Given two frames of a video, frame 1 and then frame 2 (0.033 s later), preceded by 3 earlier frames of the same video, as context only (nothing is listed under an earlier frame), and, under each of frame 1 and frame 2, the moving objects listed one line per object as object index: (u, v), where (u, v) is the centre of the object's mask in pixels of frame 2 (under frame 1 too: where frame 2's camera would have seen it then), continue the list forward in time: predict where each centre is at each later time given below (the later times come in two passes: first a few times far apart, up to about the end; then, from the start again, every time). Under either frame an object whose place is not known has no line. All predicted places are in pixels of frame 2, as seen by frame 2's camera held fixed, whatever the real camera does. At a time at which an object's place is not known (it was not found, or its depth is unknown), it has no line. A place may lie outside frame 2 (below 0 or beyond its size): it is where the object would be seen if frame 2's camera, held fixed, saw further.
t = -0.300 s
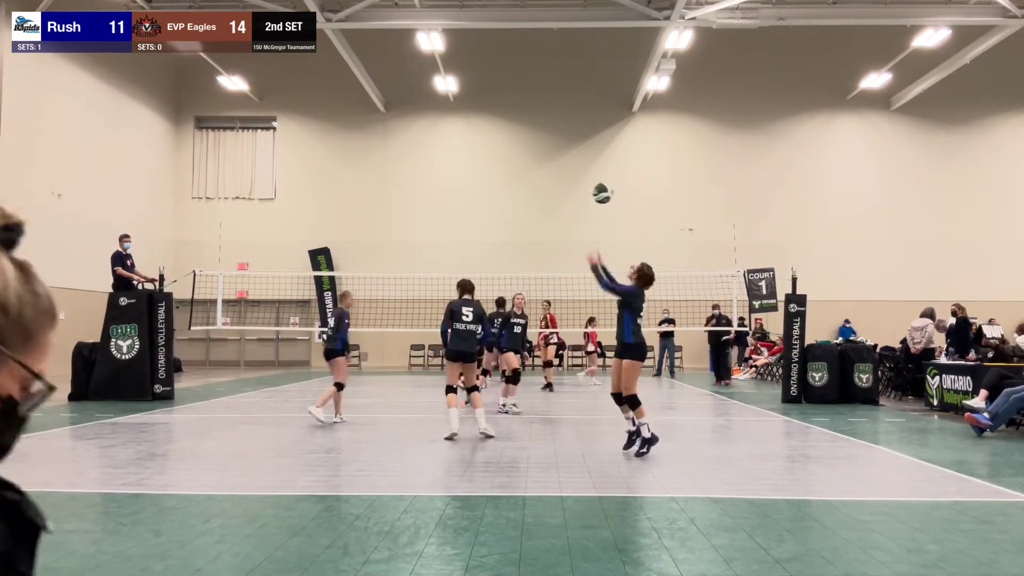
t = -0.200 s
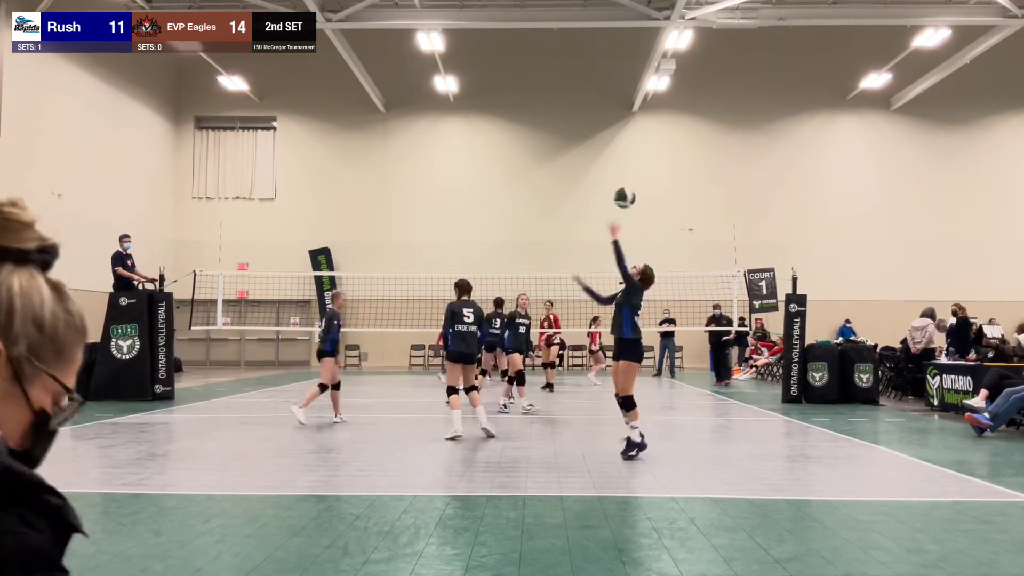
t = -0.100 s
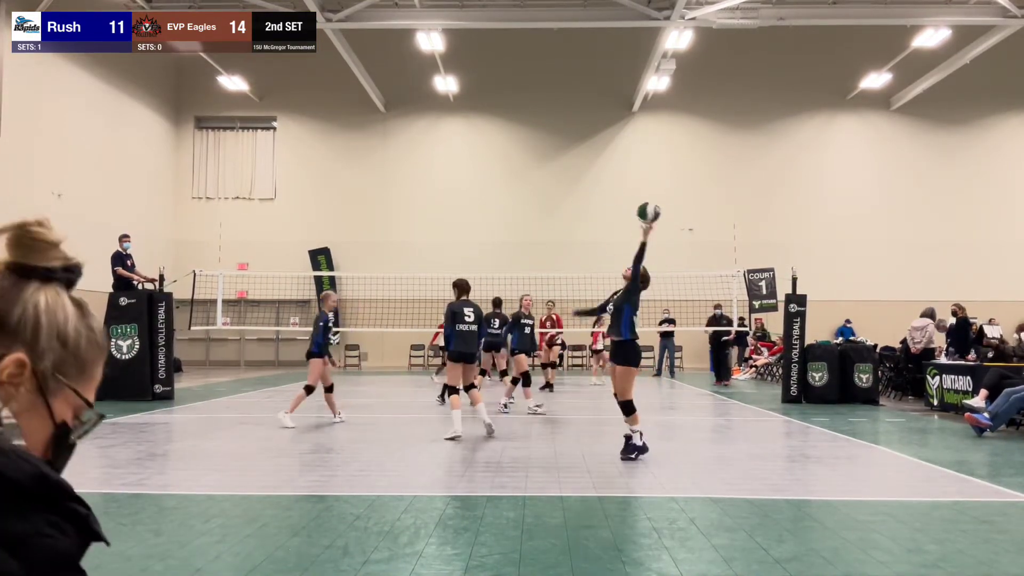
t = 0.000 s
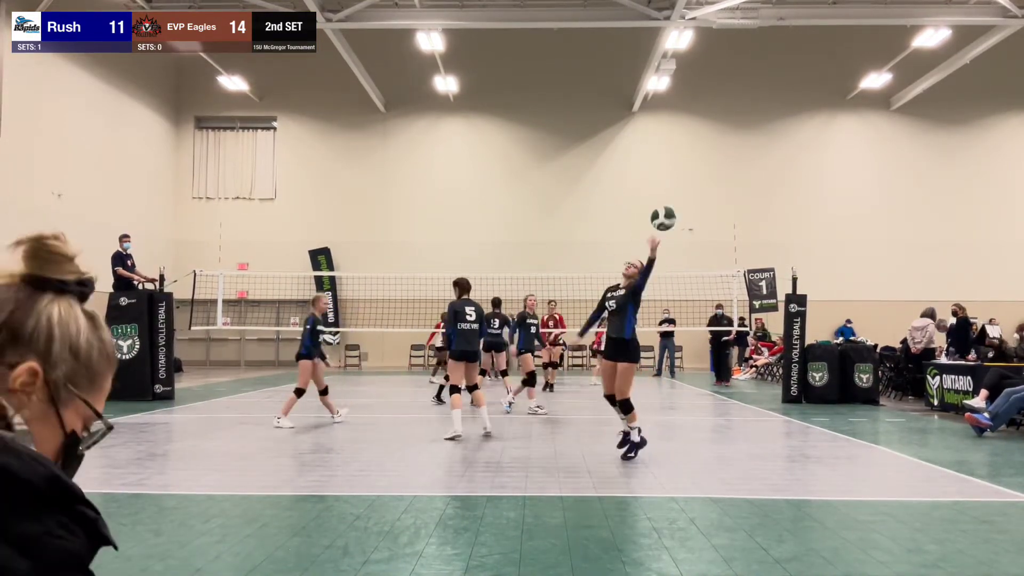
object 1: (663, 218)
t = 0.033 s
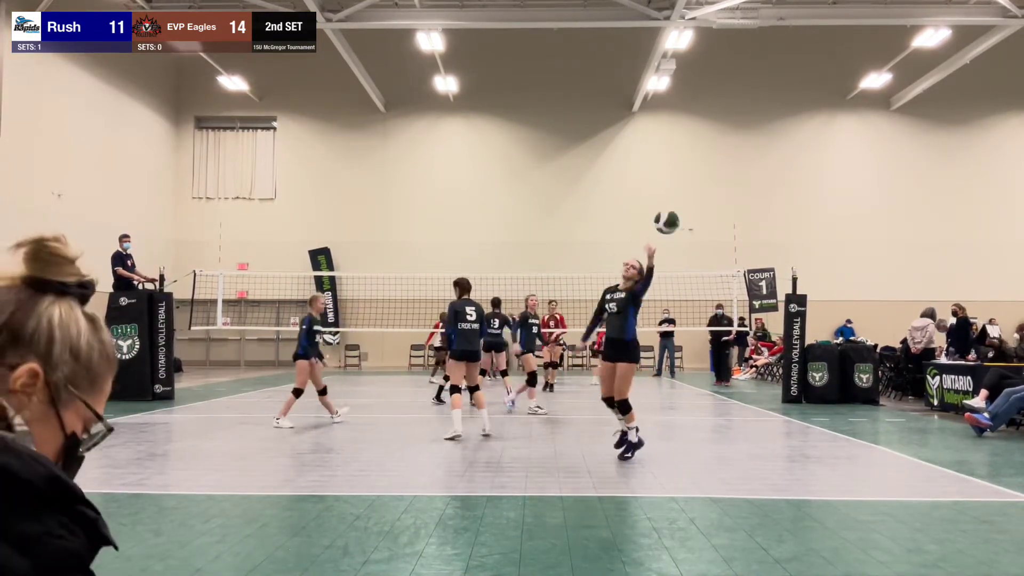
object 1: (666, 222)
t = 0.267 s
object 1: (695, 288)
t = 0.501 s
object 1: (728, 442)
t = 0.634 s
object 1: (749, 448)
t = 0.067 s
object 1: (669, 228)
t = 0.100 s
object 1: (674, 233)
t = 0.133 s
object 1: (678, 240)
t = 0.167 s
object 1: (682, 250)
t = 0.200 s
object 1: (686, 261)
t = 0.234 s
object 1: (691, 274)
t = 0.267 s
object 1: (695, 288)
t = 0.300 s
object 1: (698, 305)
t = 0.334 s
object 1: (703, 322)
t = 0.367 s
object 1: (708, 343)
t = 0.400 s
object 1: (713, 363)
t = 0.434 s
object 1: (717, 386)
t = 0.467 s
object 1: (722, 413)
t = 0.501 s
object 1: (728, 442)
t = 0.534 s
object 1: (733, 472)
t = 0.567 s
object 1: (738, 491)
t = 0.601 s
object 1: (743, 469)
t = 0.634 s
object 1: (749, 448)
